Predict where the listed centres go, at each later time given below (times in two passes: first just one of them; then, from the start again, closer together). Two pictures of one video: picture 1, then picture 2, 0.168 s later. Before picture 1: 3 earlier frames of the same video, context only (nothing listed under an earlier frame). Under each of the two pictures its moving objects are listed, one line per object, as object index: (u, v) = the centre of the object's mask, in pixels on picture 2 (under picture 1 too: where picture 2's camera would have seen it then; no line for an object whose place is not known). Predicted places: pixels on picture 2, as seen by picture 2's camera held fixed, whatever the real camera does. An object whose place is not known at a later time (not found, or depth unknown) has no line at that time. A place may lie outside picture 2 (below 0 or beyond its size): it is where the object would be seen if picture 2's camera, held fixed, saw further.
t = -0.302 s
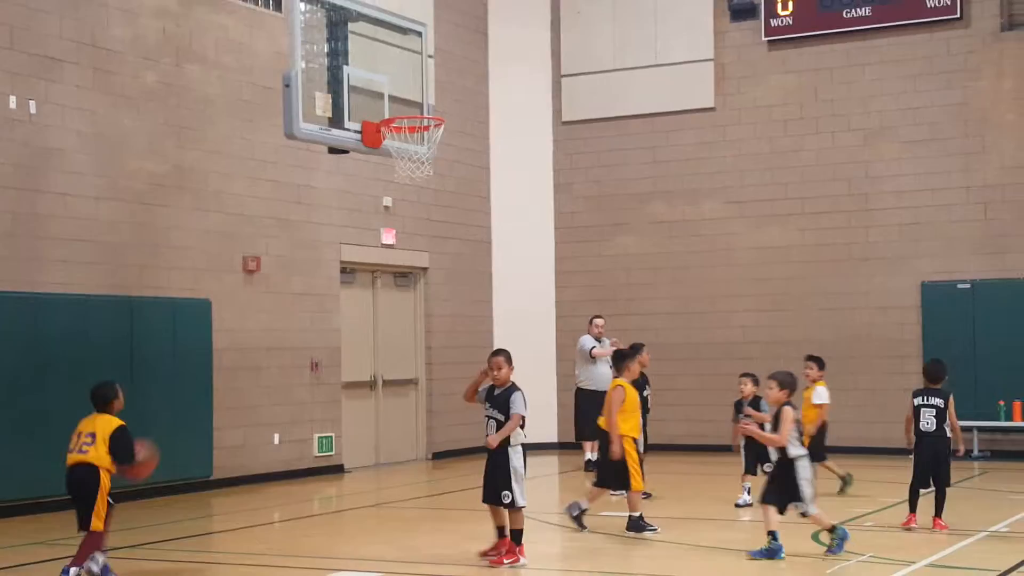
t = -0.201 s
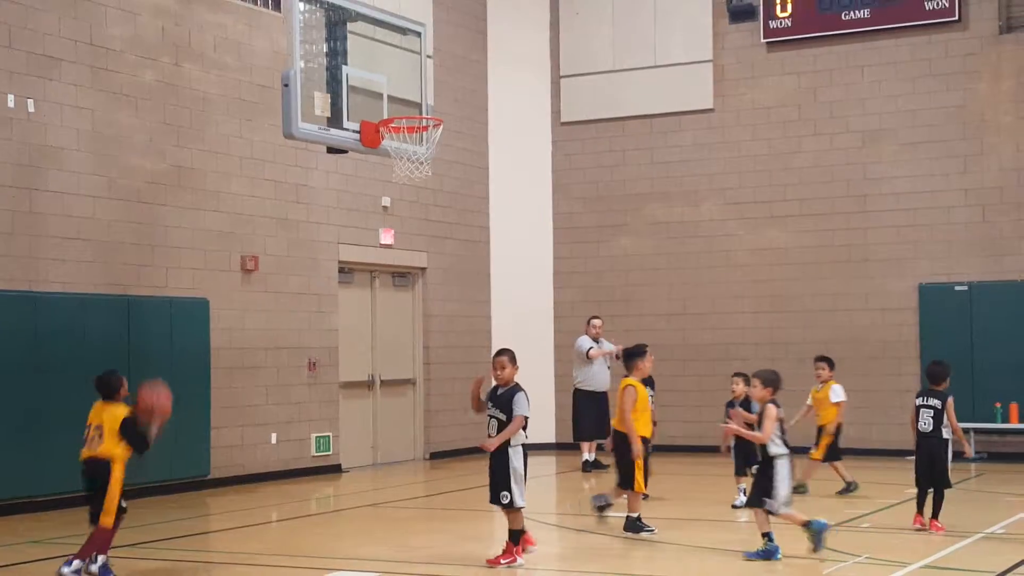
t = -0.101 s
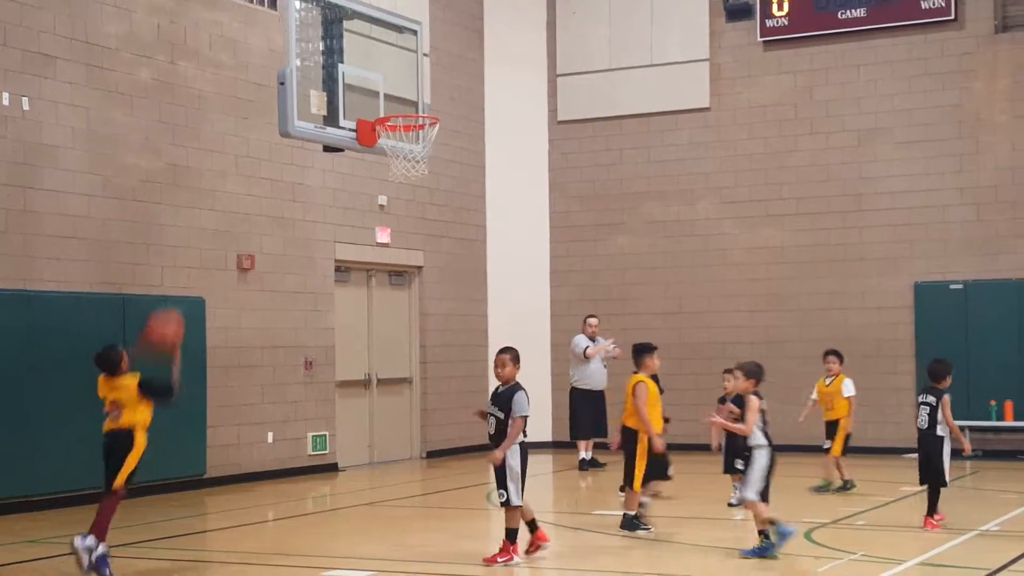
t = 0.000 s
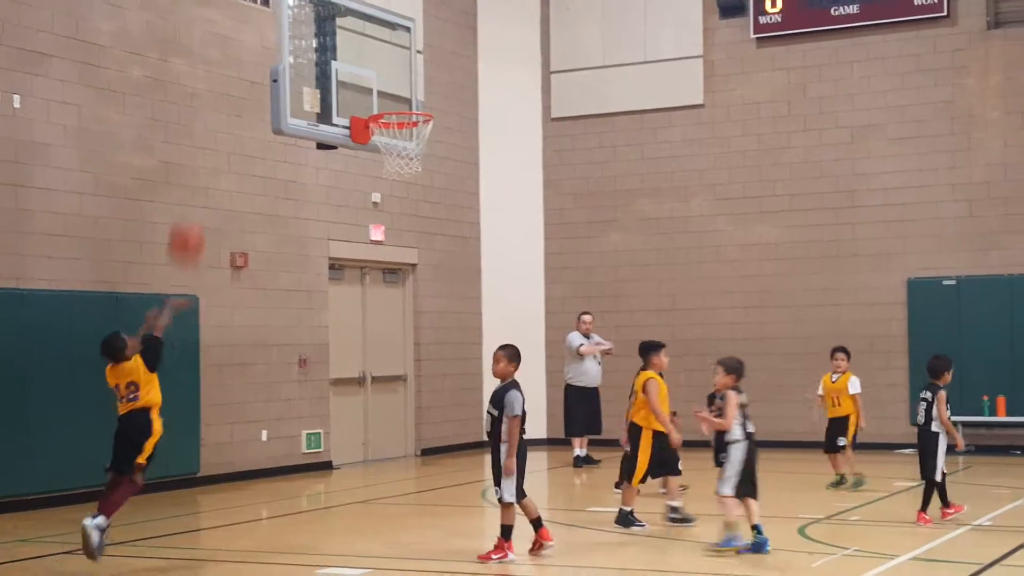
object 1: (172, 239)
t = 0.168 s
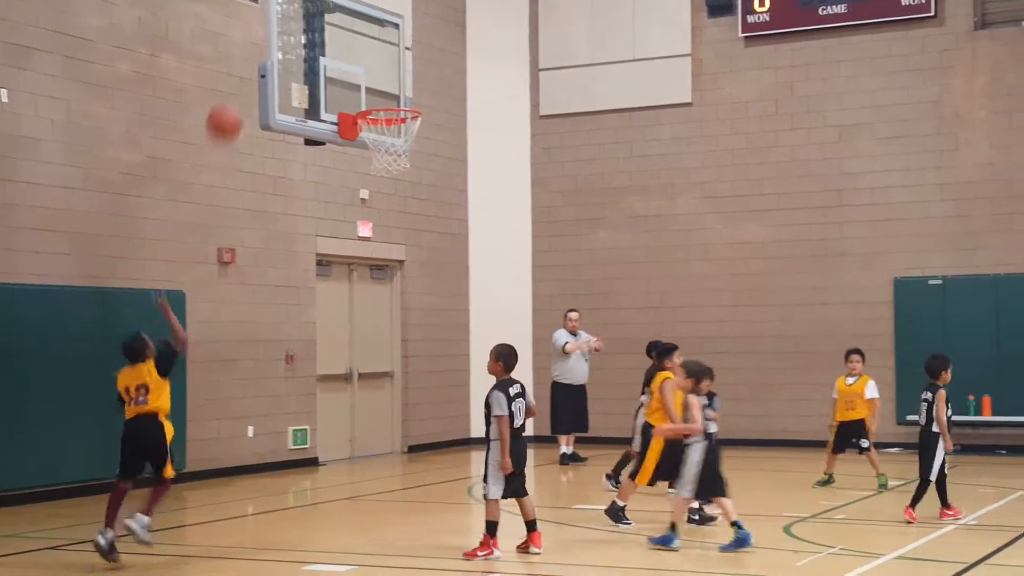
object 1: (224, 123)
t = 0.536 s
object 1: (326, 35)
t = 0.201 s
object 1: (233, 106)
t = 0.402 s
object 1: (290, 44)
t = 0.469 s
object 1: (308, 38)
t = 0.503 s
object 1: (317, 36)
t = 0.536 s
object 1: (326, 35)
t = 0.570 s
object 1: (335, 37)
